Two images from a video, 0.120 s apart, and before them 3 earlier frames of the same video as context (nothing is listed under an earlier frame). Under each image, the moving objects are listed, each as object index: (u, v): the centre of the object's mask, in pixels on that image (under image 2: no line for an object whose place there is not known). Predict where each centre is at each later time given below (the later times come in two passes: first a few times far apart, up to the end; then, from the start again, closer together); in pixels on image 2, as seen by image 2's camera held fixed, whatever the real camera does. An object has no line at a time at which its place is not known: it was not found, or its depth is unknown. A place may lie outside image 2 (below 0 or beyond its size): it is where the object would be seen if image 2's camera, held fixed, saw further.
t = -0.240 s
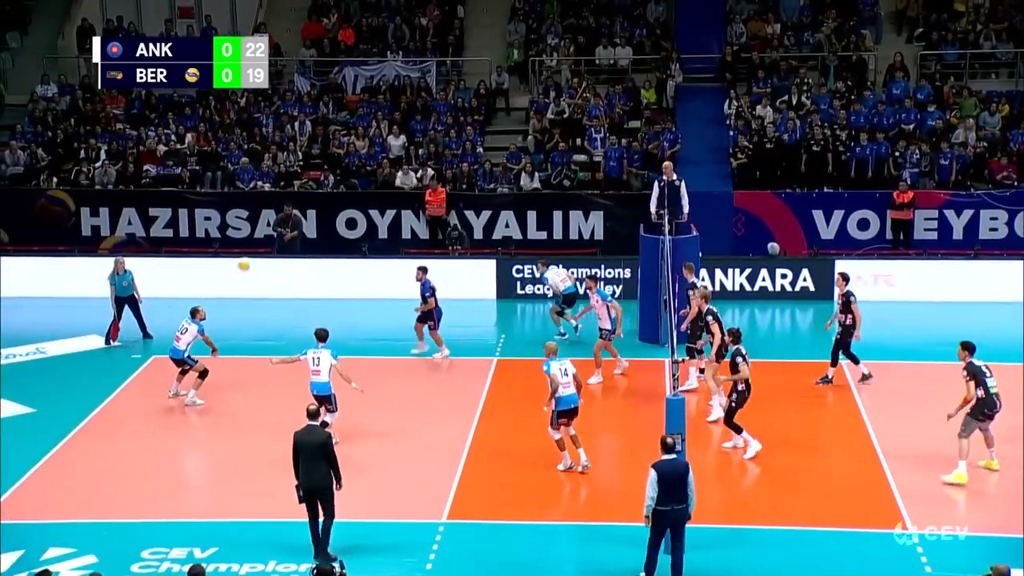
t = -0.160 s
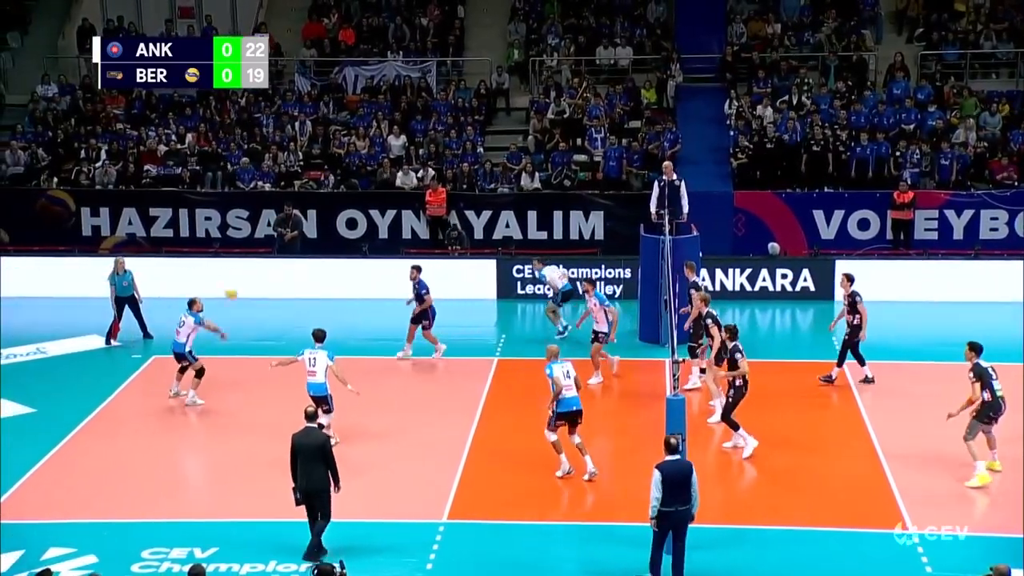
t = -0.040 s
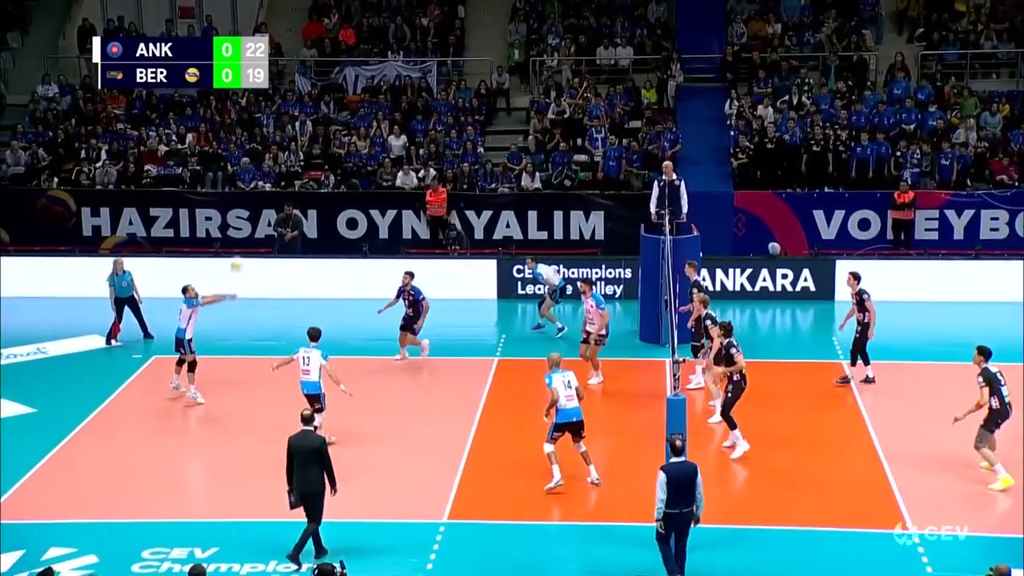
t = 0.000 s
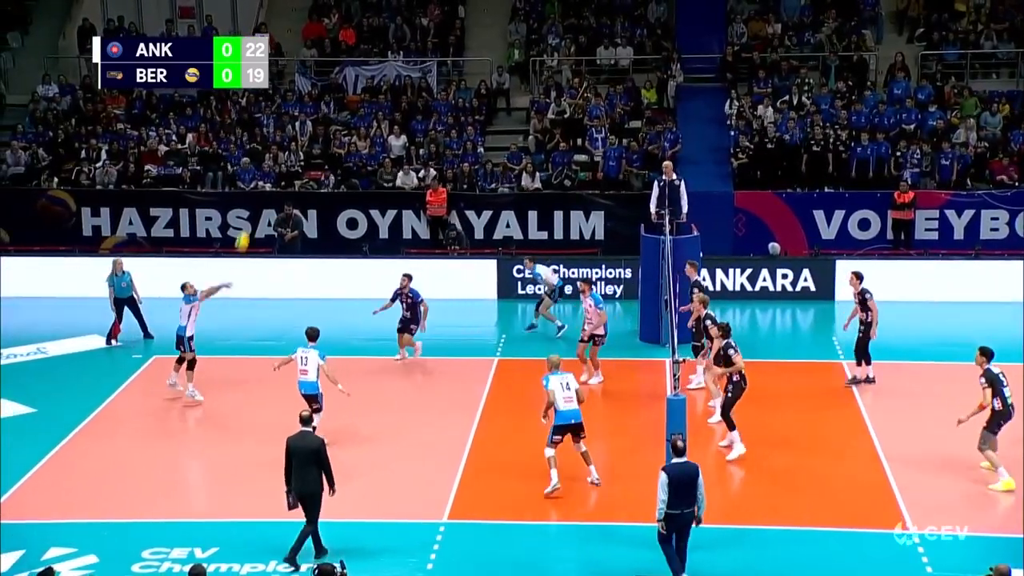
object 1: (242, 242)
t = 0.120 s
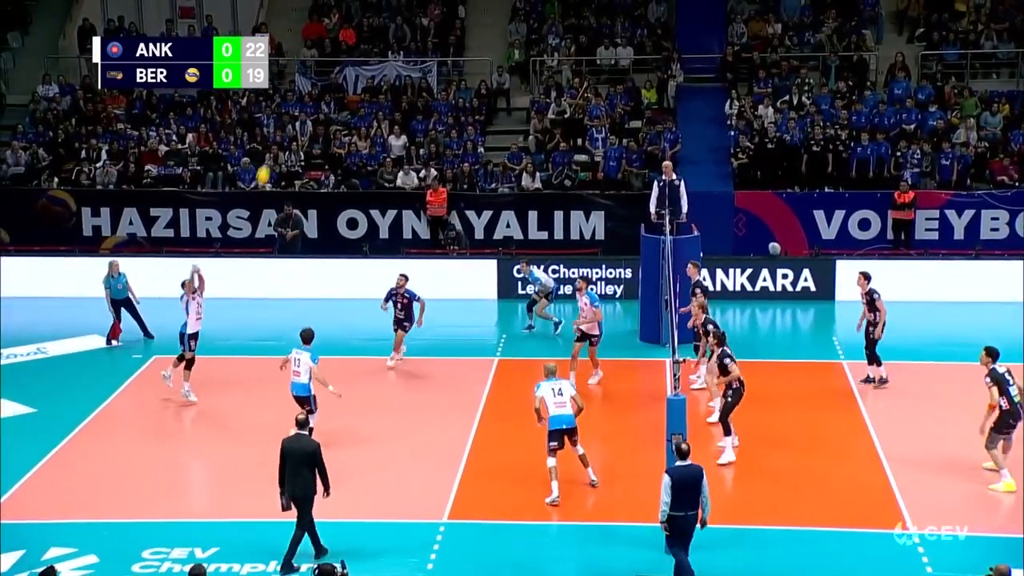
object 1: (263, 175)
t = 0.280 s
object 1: (289, 100)
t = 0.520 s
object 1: (332, 19)
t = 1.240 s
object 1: (467, 19)
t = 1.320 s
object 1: (482, 42)
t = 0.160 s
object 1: (270, 154)
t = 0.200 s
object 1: (276, 136)
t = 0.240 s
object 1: (283, 118)
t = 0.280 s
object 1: (289, 100)
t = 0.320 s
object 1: (296, 83)
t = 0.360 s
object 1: (304, 68)
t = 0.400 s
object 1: (310, 54)
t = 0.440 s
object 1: (318, 41)
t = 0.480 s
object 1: (325, 29)
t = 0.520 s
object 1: (332, 19)
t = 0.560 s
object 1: (340, 9)
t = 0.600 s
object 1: (346, 4)
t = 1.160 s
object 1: (450, 3)
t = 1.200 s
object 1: (460, 9)
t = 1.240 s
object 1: (467, 19)
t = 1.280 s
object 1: (475, 30)
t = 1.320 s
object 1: (482, 42)
